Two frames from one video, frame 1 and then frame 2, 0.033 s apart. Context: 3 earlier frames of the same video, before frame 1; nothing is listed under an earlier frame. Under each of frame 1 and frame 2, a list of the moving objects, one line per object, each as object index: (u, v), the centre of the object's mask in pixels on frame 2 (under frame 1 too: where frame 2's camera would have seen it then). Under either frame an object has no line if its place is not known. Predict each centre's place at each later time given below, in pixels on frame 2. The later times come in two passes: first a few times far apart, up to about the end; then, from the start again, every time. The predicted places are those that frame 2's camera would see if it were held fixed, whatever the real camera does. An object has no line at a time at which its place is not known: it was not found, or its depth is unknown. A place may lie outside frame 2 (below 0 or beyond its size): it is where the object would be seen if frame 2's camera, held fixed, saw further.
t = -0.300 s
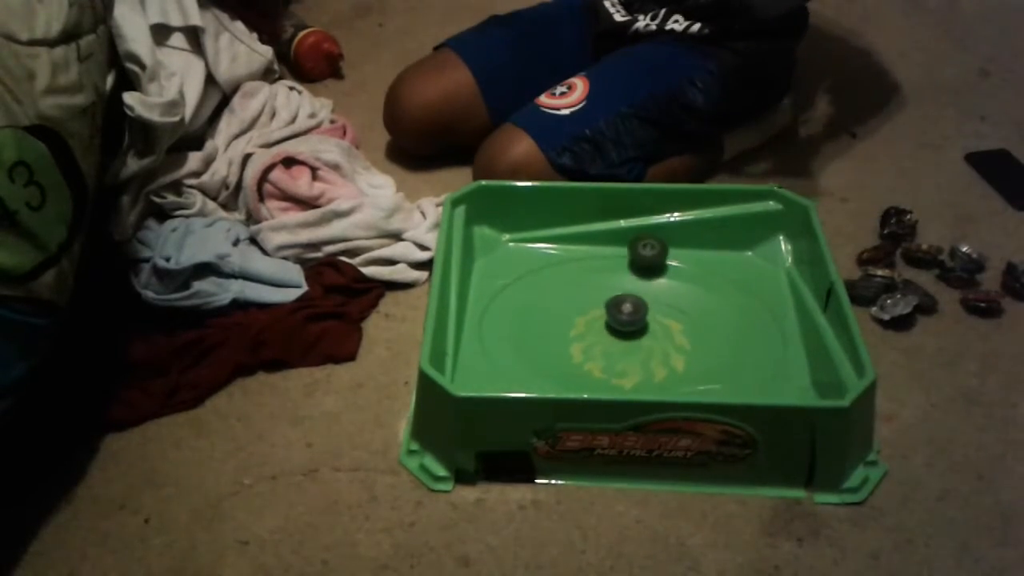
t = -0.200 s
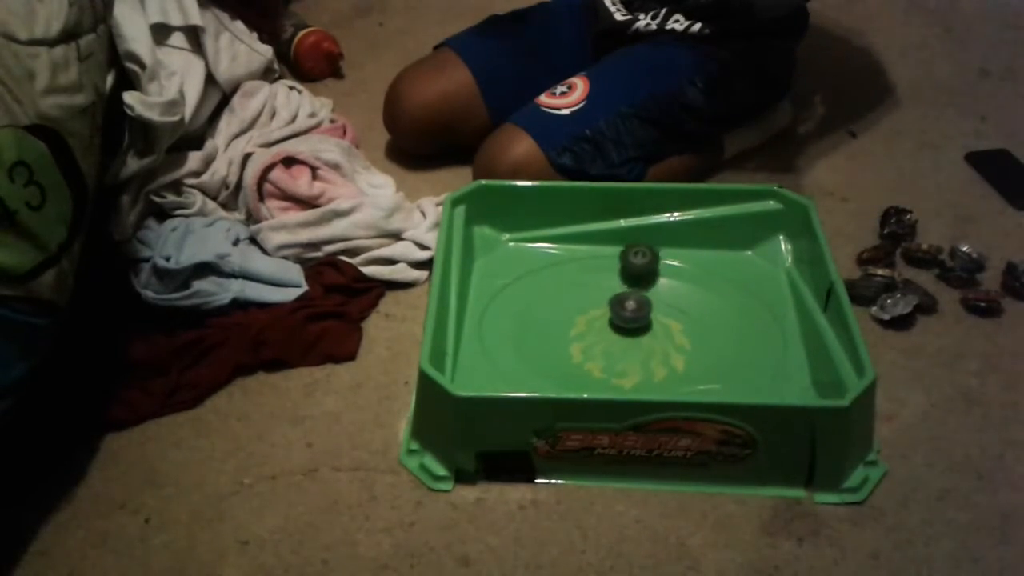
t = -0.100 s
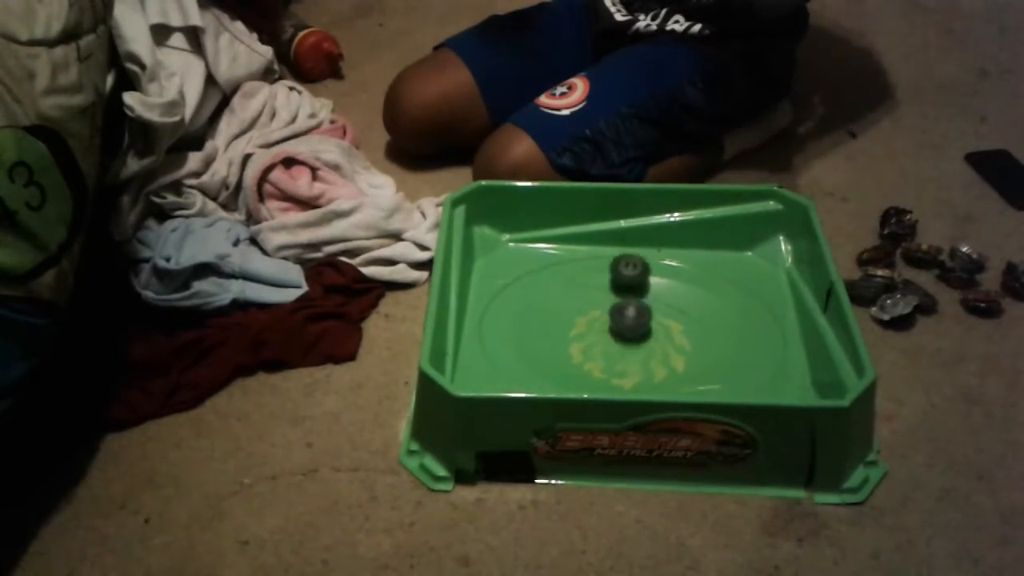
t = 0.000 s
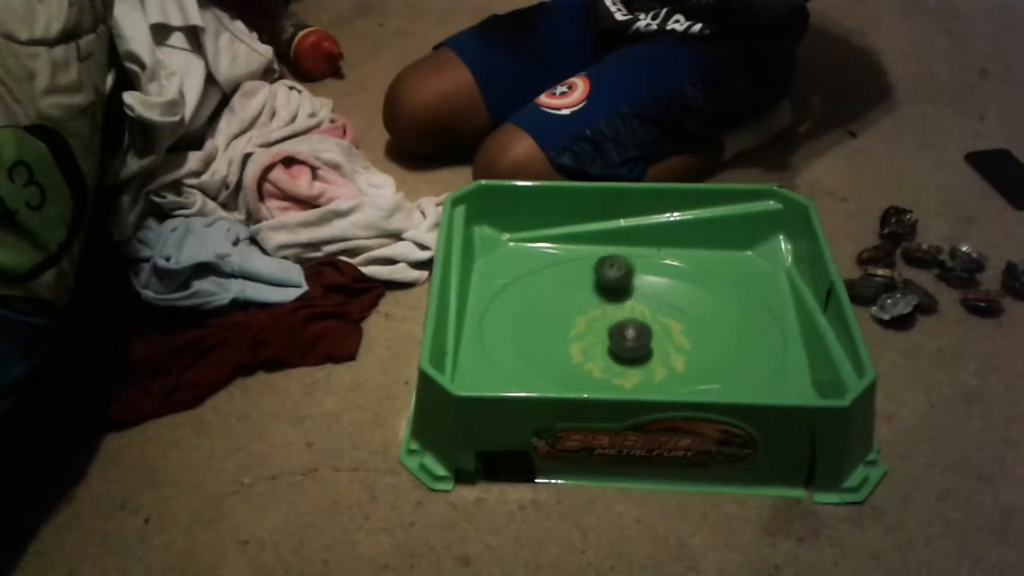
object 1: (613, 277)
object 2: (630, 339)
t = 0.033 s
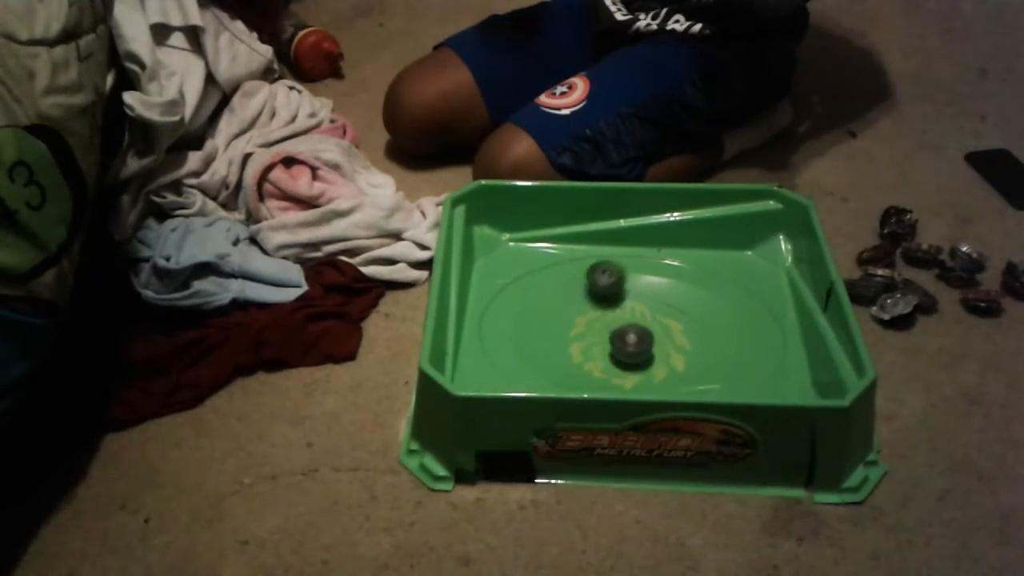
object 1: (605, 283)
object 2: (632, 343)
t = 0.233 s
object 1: (588, 330)
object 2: (652, 361)
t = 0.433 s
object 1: (635, 349)
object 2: (686, 354)
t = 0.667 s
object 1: (663, 338)
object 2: (719, 332)
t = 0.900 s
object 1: (646, 325)
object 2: (717, 310)
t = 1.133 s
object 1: (613, 323)
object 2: (670, 311)
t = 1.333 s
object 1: (579, 339)
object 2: (654, 329)
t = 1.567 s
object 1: (615, 371)
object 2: (657, 350)
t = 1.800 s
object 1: (658, 366)
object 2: (680, 333)
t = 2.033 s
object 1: (611, 347)
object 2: (659, 307)
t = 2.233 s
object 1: (572, 344)
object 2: (621, 307)
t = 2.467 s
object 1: (577, 355)
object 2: (607, 319)
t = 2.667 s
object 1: (581, 370)
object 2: (638, 303)
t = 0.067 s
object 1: (596, 291)
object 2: (634, 348)
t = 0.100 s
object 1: (588, 298)
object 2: (637, 353)
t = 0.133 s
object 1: (583, 306)
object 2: (640, 356)
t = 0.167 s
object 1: (582, 314)
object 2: (645, 359)
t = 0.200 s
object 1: (583, 322)
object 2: (648, 361)
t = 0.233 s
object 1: (588, 330)
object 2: (652, 361)
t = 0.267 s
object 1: (596, 337)
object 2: (657, 360)
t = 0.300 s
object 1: (606, 342)
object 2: (661, 358)
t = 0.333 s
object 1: (617, 347)
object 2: (664, 357)
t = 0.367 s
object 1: (623, 348)
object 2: (673, 357)
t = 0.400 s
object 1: (629, 348)
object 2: (680, 356)
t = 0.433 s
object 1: (635, 349)
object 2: (686, 354)
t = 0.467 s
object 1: (642, 349)
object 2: (691, 351)
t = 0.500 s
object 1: (647, 348)
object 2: (698, 348)
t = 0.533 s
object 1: (651, 346)
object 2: (704, 346)
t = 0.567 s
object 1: (655, 345)
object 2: (708, 342)
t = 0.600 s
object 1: (660, 343)
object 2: (711, 339)
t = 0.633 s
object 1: (665, 341)
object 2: (713, 336)
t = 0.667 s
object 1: (663, 338)
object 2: (719, 332)
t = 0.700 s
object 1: (660, 335)
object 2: (726, 329)
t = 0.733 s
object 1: (659, 332)
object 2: (729, 325)
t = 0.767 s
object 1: (657, 330)
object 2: (731, 321)
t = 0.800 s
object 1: (654, 328)
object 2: (730, 318)
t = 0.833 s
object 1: (651, 327)
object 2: (727, 315)
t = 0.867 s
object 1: (648, 326)
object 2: (723, 312)
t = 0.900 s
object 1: (646, 325)
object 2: (717, 310)
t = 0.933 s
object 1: (643, 324)
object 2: (710, 308)
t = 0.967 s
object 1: (640, 323)
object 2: (702, 307)
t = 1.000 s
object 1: (637, 323)
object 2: (693, 307)
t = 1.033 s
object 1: (634, 322)
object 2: (684, 308)
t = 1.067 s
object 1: (631, 322)
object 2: (675, 309)
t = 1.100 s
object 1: (623, 323)
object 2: (671, 311)
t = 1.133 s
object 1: (613, 323)
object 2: (670, 311)
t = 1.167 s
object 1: (606, 324)
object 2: (667, 313)
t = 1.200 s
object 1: (599, 326)
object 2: (663, 316)
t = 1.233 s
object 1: (593, 327)
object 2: (660, 319)
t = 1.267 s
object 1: (587, 330)
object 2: (657, 322)
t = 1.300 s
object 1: (582, 334)
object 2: (655, 326)
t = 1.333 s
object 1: (579, 339)
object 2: (654, 329)
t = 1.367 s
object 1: (577, 344)
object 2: (653, 332)
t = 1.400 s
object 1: (577, 349)
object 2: (654, 336)
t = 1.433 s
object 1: (579, 354)
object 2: (654, 339)
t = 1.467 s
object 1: (584, 360)
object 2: (655, 342)
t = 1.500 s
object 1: (593, 365)
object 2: (656, 345)
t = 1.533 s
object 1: (603, 368)
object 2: (656, 348)
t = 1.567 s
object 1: (615, 371)
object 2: (657, 350)
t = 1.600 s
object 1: (622, 372)
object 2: (661, 350)
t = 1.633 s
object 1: (626, 374)
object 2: (669, 348)
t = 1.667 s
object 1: (633, 374)
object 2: (675, 346)
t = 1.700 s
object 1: (641, 374)
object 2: (678, 344)
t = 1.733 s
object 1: (648, 372)
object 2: (680, 341)
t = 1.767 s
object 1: (654, 370)
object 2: (680, 337)
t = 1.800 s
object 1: (658, 366)
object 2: (680, 333)
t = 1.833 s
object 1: (656, 363)
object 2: (679, 330)
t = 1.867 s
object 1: (652, 360)
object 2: (679, 324)
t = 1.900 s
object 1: (645, 357)
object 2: (677, 319)
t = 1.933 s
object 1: (637, 354)
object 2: (674, 314)
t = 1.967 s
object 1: (628, 352)
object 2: (670, 311)
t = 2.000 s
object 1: (619, 349)
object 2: (665, 308)
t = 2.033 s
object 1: (611, 347)
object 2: (659, 307)
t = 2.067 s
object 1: (603, 345)
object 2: (653, 306)
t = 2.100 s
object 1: (594, 343)
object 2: (646, 304)
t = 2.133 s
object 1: (587, 342)
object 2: (639, 304)
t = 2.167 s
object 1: (580, 342)
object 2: (632, 305)
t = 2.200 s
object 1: (575, 343)
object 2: (626, 306)
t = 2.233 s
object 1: (572, 344)
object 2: (621, 307)
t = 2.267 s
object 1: (570, 346)
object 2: (618, 308)
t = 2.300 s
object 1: (569, 347)
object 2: (615, 309)
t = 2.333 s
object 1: (569, 349)
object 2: (613, 311)
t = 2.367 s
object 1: (569, 351)
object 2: (611, 313)
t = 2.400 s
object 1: (571, 352)
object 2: (609, 315)
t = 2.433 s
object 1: (574, 353)
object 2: (608, 317)
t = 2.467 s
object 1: (577, 355)
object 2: (607, 319)
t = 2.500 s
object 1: (581, 355)
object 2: (607, 322)
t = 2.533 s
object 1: (585, 355)
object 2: (607, 324)
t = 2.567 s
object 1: (581, 359)
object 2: (614, 321)
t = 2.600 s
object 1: (576, 364)
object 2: (623, 315)
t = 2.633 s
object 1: (577, 367)
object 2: (632, 308)
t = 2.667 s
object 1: (581, 370)
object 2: (638, 303)
